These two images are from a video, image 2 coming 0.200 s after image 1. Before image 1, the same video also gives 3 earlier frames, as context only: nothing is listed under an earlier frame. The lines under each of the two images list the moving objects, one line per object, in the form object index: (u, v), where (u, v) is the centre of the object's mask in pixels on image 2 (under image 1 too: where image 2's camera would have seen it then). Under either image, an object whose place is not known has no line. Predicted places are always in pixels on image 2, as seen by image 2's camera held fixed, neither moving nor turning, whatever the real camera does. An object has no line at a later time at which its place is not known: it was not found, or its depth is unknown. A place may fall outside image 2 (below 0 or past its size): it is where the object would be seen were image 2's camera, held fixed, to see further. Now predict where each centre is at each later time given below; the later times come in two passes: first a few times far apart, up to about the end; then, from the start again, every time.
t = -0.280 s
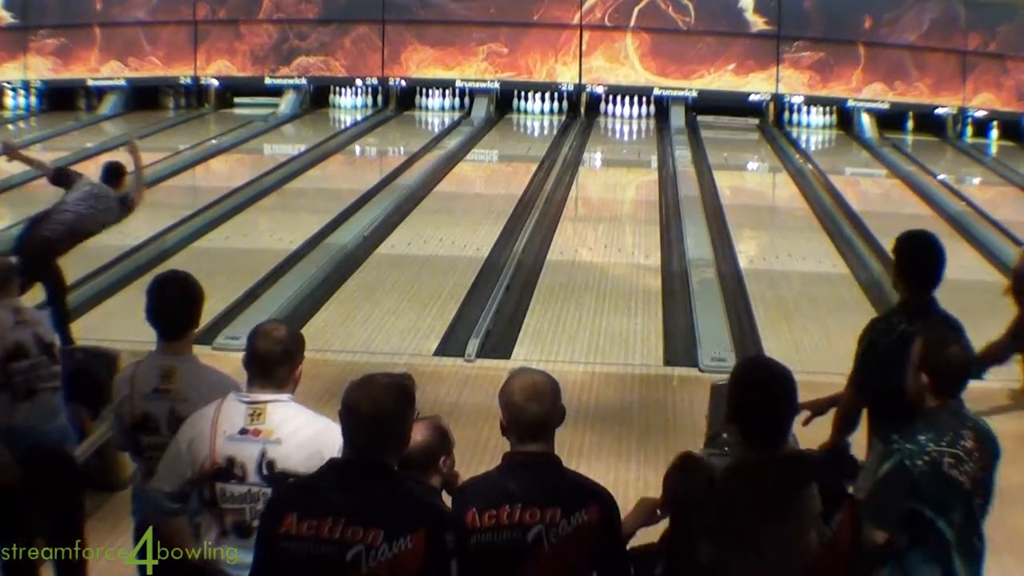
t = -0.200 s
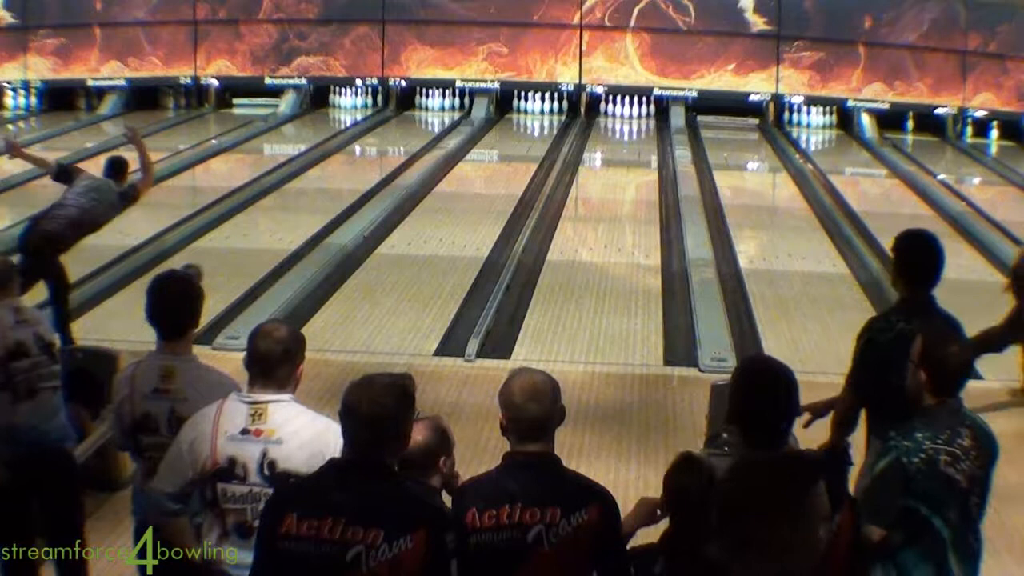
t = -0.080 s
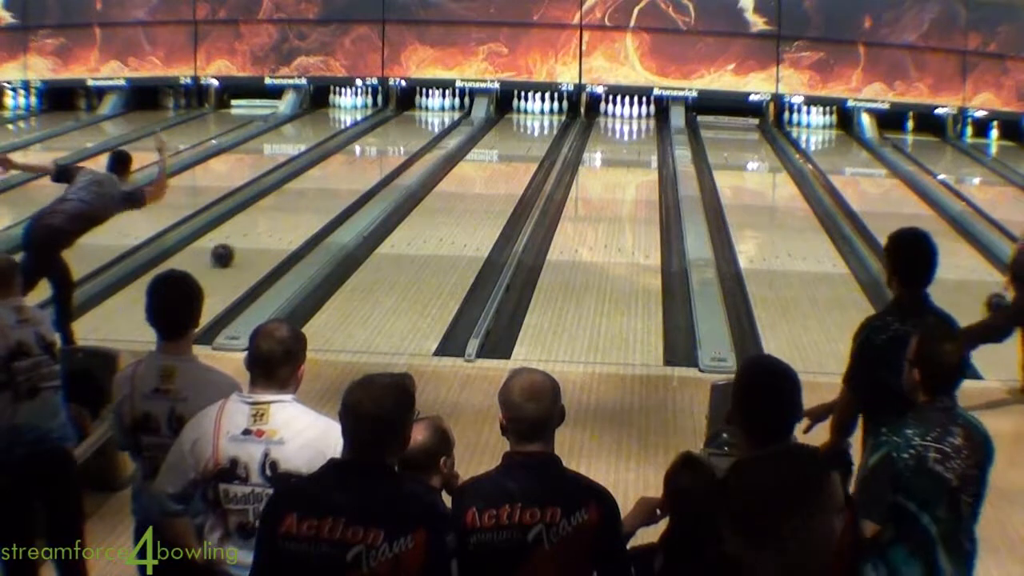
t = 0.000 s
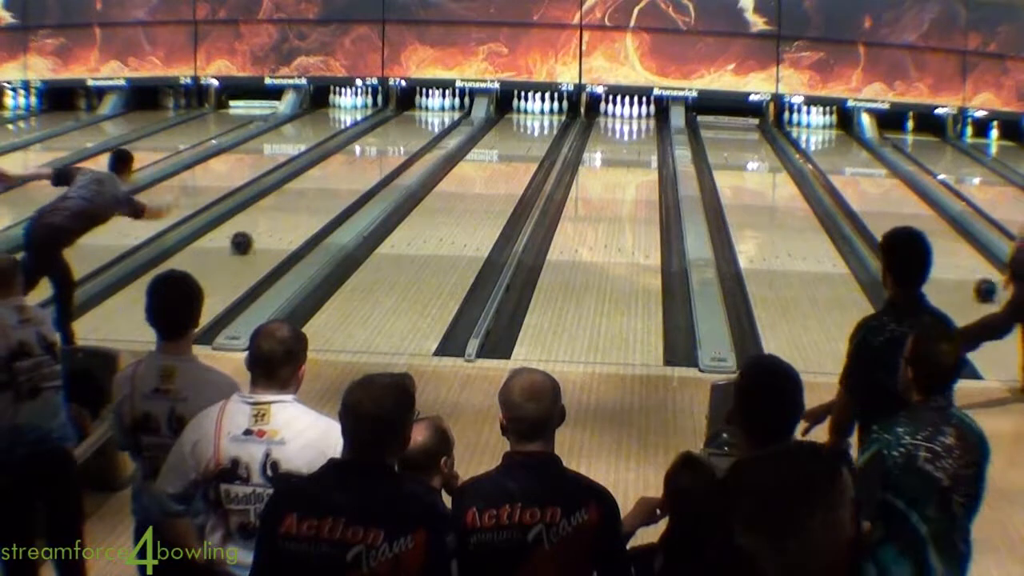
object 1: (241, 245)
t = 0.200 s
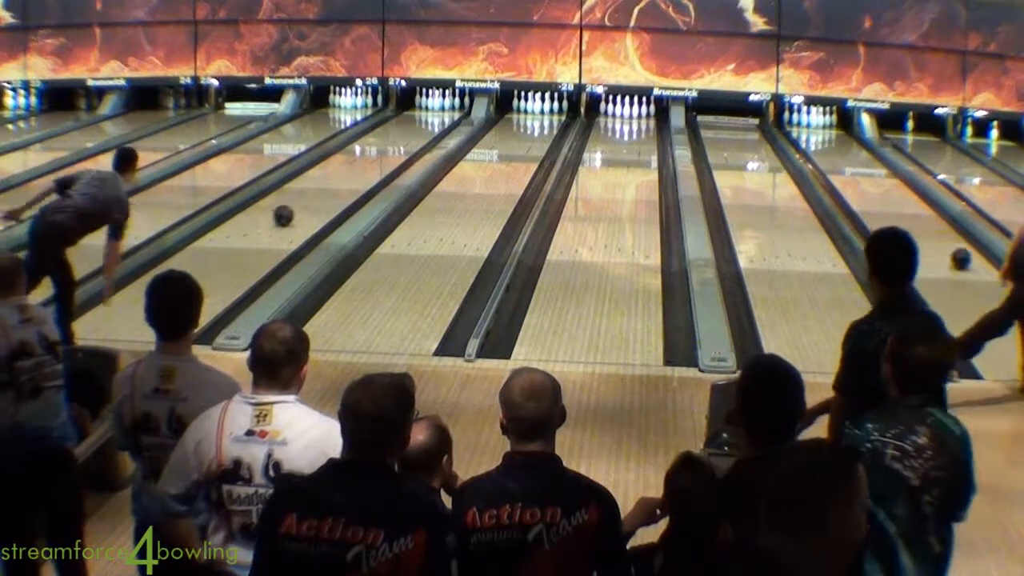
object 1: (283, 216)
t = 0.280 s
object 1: (297, 207)
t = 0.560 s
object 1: (340, 180)
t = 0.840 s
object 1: (374, 158)
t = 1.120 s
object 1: (400, 140)
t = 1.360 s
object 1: (417, 127)
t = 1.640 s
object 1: (429, 115)
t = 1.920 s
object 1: (434, 106)
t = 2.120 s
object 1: (434, 103)
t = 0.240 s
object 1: (290, 212)
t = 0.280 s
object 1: (297, 207)
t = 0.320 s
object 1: (304, 203)
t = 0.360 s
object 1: (311, 199)
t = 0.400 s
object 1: (317, 194)
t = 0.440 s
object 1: (323, 190)
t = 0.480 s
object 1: (329, 187)
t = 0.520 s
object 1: (335, 183)
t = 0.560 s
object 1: (340, 180)
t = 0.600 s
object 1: (346, 176)
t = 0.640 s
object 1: (351, 172)
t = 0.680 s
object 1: (356, 169)
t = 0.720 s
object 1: (360, 166)
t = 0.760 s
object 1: (364, 163)
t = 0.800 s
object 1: (369, 160)
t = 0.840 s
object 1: (374, 158)
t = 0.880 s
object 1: (378, 155)
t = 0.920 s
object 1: (382, 152)
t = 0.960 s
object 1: (385, 150)
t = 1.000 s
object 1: (389, 147)
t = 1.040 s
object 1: (393, 145)
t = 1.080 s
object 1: (396, 142)
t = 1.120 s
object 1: (400, 140)
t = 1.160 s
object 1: (403, 137)
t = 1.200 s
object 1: (406, 135)
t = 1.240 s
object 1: (409, 134)
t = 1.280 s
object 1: (412, 131)
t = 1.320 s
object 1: (415, 129)
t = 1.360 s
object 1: (417, 127)
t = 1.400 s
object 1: (419, 125)
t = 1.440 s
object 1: (421, 124)
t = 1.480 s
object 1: (423, 121)
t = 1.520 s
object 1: (425, 120)
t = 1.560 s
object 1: (427, 118)
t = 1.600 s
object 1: (428, 117)
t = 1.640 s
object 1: (429, 115)
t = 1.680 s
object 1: (431, 113)
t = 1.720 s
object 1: (431, 112)
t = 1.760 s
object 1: (432, 111)
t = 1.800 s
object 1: (433, 109)
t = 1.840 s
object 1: (434, 108)
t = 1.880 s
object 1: (434, 107)
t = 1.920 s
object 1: (434, 106)
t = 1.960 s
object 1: (435, 105)
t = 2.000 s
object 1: (435, 104)
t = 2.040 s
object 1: (436, 102)
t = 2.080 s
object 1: (435, 104)
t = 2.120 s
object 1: (434, 103)
